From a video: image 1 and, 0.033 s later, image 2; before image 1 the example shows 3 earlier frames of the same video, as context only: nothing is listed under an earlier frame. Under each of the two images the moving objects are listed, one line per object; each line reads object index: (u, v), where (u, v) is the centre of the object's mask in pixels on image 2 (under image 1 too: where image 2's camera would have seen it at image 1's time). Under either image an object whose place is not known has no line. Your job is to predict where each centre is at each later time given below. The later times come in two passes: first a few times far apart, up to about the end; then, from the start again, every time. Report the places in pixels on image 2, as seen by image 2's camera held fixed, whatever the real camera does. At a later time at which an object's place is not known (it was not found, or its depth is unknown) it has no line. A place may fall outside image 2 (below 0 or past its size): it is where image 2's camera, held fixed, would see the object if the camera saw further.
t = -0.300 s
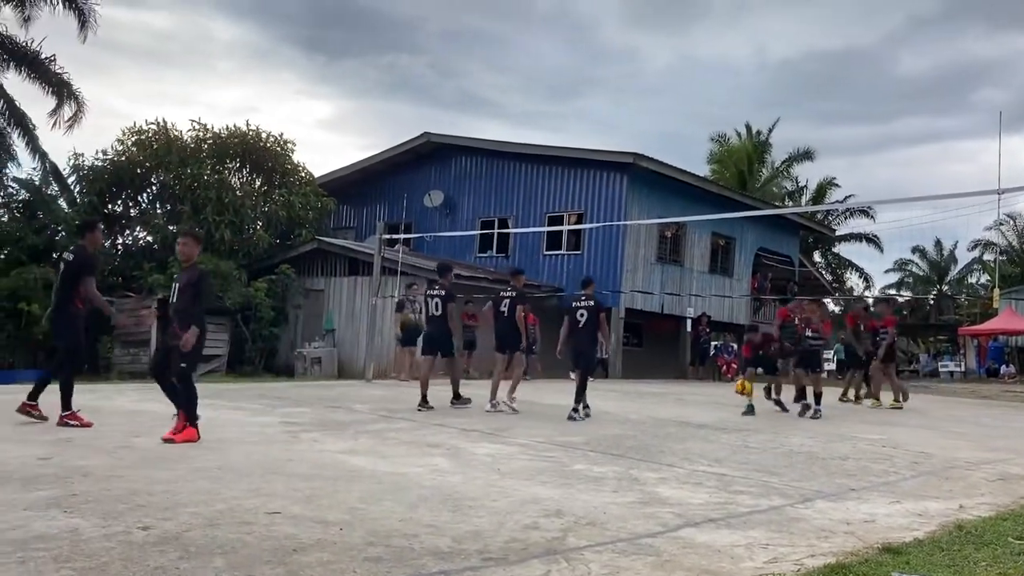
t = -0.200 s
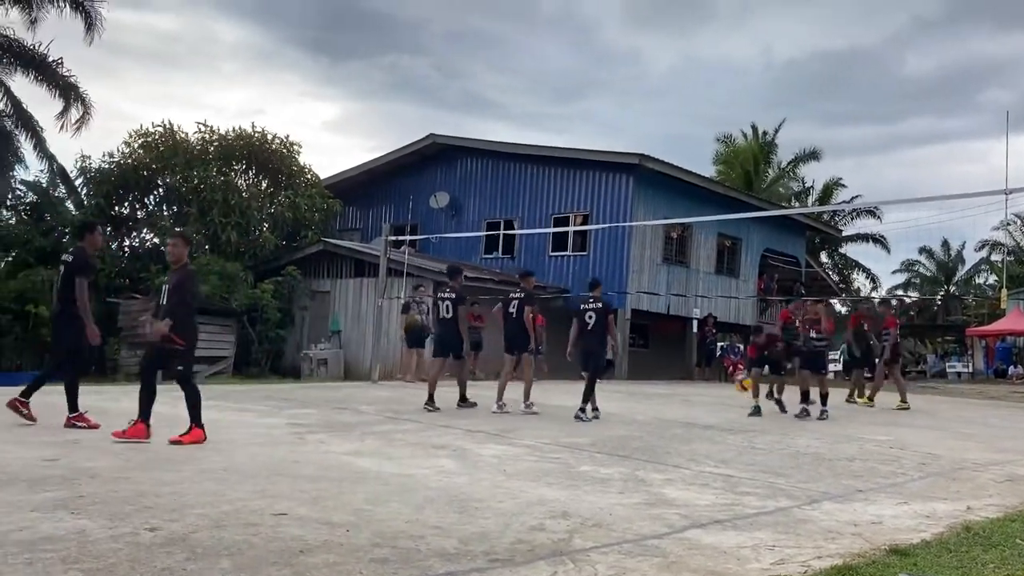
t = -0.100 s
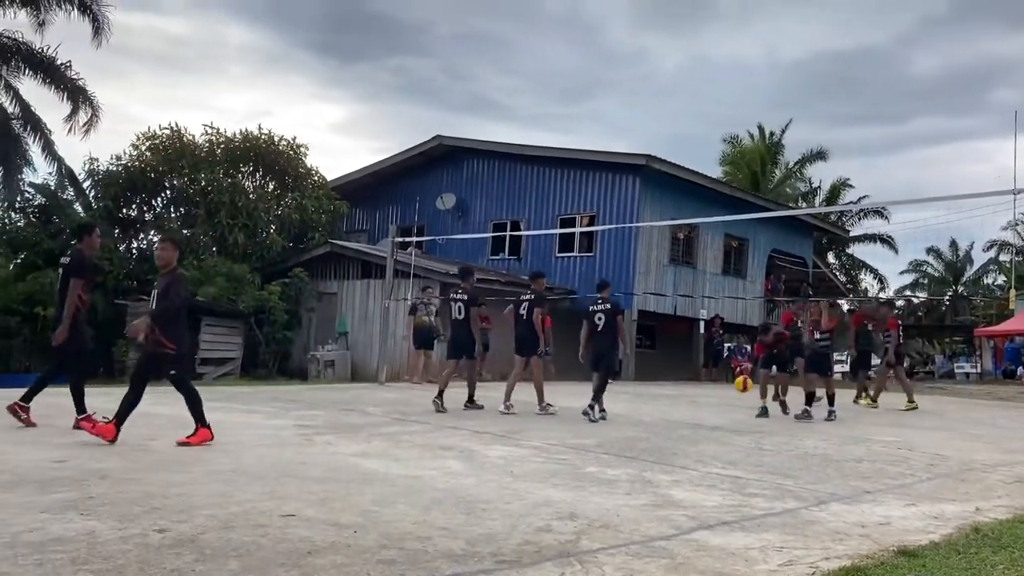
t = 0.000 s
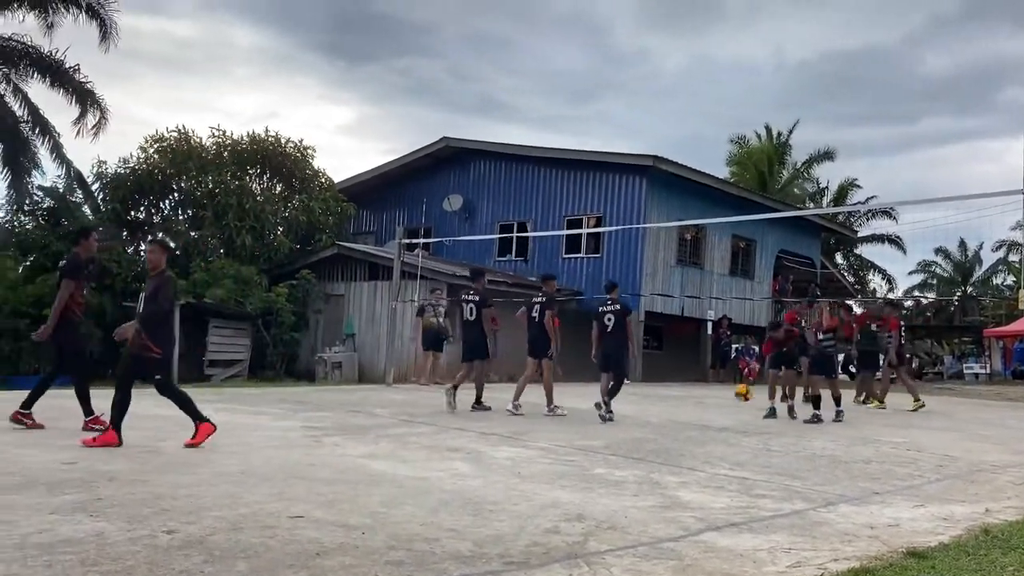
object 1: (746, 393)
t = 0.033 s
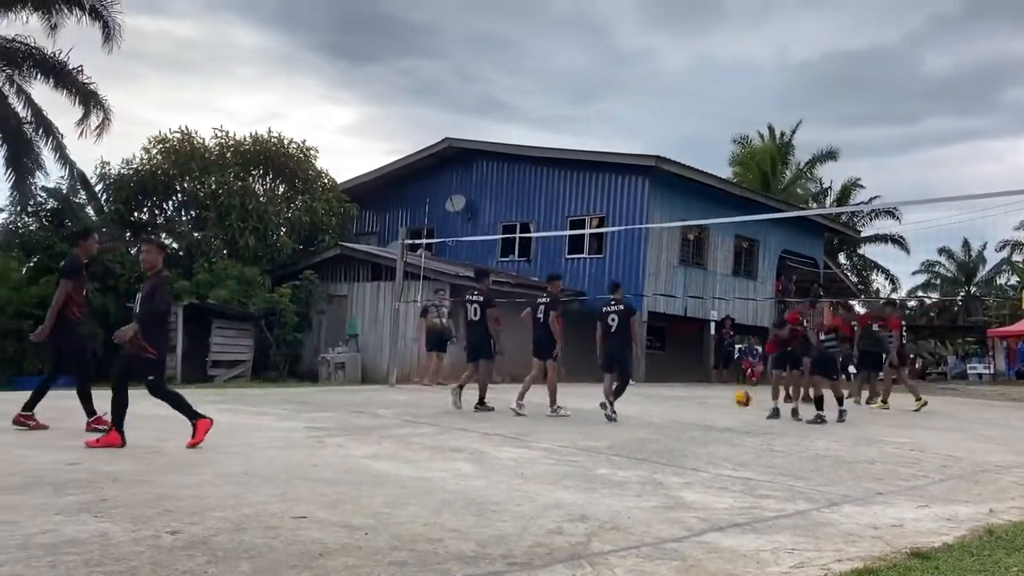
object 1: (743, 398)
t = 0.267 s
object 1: (720, 409)
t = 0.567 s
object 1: (682, 428)
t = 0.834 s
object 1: (642, 420)
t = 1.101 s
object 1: (600, 425)
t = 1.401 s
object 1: (544, 441)
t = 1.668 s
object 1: (483, 457)
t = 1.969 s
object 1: (397, 468)
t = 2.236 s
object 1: (305, 481)
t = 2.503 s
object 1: (169, 500)
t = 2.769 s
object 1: (9, 519)
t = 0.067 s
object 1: (741, 404)
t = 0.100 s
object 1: (737, 411)
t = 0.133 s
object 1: (734, 418)
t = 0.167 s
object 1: (732, 421)
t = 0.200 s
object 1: (728, 417)
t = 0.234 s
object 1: (724, 412)
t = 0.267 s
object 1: (720, 409)
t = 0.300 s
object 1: (716, 407)
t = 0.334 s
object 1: (712, 406)
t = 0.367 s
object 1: (708, 406)
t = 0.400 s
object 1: (704, 407)
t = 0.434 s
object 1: (699, 409)
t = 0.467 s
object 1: (694, 412)
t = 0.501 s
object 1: (690, 416)
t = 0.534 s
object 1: (685, 421)
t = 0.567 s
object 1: (682, 428)
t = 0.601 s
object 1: (677, 425)
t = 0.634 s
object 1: (672, 422)
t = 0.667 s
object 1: (667, 418)
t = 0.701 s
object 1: (663, 417)
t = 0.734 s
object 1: (659, 416)
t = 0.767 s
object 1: (654, 416)
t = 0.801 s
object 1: (649, 417)
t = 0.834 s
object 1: (642, 420)
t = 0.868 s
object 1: (638, 423)
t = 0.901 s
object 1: (632, 428)
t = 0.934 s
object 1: (627, 434)
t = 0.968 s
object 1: (620, 439)
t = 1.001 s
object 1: (616, 434)
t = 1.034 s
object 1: (611, 429)
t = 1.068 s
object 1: (607, 427)
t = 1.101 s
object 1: (600, 425)
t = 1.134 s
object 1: (595, 425)
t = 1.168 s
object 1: (589, 426)
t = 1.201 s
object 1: (583, 428)
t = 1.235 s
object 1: (577, 431)
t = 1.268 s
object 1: (571, 437)
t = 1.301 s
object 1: (565, 443)
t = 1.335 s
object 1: (558, 451)
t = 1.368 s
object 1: (551, 447)
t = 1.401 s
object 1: (544, 441)
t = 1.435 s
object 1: (537, 439)
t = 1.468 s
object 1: (531, 437)
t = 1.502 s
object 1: (523, 437)
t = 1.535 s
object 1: (516, 437)
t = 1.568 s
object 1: (508, 440)
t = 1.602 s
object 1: (499, 444)
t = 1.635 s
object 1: (491, 450)
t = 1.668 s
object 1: (483, 457)
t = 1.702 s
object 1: (474, 463)
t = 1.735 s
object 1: (465, 458)
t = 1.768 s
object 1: (456, 454)
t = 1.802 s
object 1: (447, 452)
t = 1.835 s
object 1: (437, 452)
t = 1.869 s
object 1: (428, 453)
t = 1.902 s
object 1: (418, 456)
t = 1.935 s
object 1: (408, 461)
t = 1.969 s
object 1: (397, 468)
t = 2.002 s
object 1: (386, 475)
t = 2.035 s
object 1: (376, 471)
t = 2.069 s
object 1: (365, 467)
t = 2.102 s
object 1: (354, 466)
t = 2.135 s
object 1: (343, 467)
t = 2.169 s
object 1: (331, 469)
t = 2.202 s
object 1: (318, 474)
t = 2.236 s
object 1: (305, 481)
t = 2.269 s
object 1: (290, 488)
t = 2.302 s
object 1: (264, 481)
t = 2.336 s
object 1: (250, 481)
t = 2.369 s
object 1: (234, 484)
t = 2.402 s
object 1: (219, 486)
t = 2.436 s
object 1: (202, 494)
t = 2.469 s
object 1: (185, 503)
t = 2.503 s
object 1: (169, 500)
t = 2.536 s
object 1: (151, 498)
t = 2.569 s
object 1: (134, 497)
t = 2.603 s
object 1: (115, 500)
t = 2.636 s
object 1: (96, 505)
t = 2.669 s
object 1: (74, 514)
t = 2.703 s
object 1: (53, 524)
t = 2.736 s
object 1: (32, 519)
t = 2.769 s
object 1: (9, 519)
